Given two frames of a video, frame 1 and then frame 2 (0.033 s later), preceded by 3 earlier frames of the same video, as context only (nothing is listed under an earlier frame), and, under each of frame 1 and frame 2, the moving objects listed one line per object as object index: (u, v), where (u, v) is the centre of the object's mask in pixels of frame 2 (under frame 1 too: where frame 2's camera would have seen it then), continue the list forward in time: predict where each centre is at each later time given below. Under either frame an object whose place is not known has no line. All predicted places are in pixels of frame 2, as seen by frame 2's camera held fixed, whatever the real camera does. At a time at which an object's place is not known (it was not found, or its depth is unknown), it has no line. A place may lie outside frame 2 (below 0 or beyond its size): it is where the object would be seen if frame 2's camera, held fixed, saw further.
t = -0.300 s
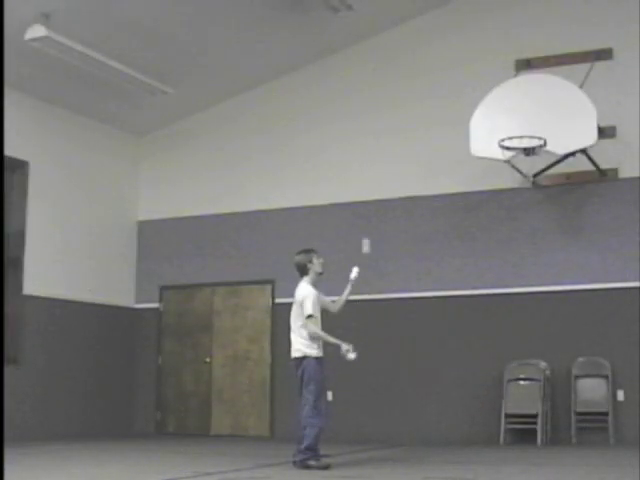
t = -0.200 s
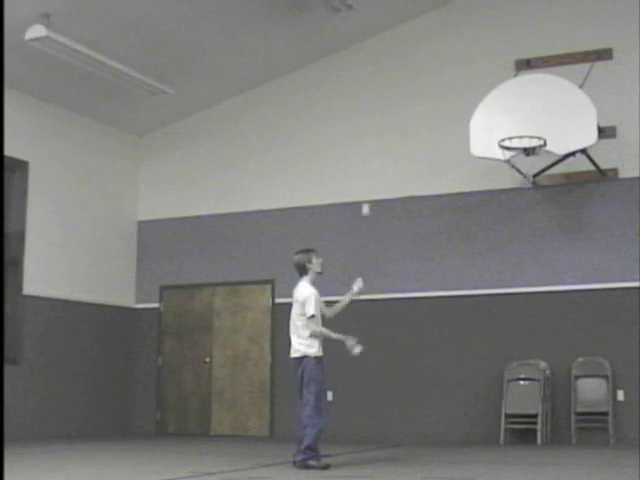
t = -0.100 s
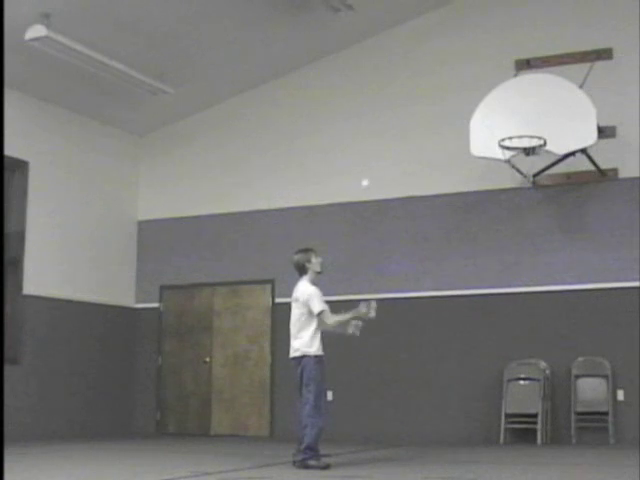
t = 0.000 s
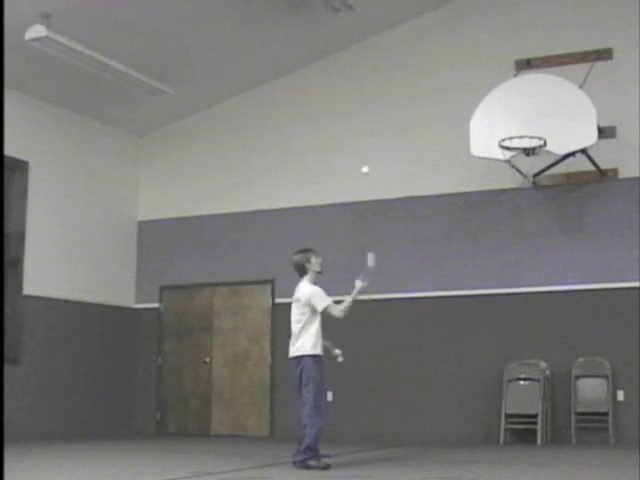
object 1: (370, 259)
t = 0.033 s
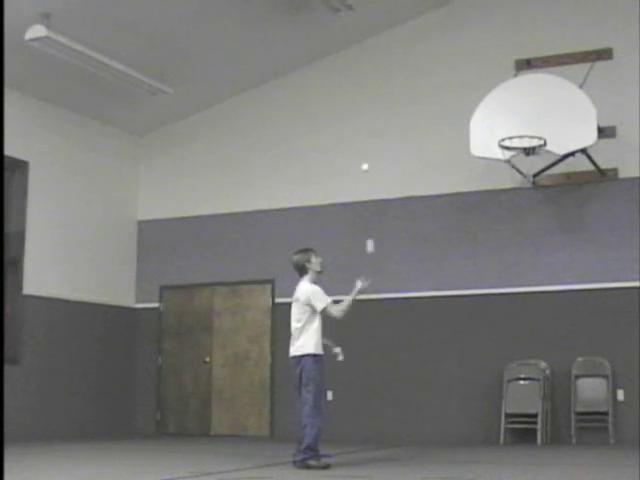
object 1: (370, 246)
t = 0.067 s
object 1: (369, 233)
